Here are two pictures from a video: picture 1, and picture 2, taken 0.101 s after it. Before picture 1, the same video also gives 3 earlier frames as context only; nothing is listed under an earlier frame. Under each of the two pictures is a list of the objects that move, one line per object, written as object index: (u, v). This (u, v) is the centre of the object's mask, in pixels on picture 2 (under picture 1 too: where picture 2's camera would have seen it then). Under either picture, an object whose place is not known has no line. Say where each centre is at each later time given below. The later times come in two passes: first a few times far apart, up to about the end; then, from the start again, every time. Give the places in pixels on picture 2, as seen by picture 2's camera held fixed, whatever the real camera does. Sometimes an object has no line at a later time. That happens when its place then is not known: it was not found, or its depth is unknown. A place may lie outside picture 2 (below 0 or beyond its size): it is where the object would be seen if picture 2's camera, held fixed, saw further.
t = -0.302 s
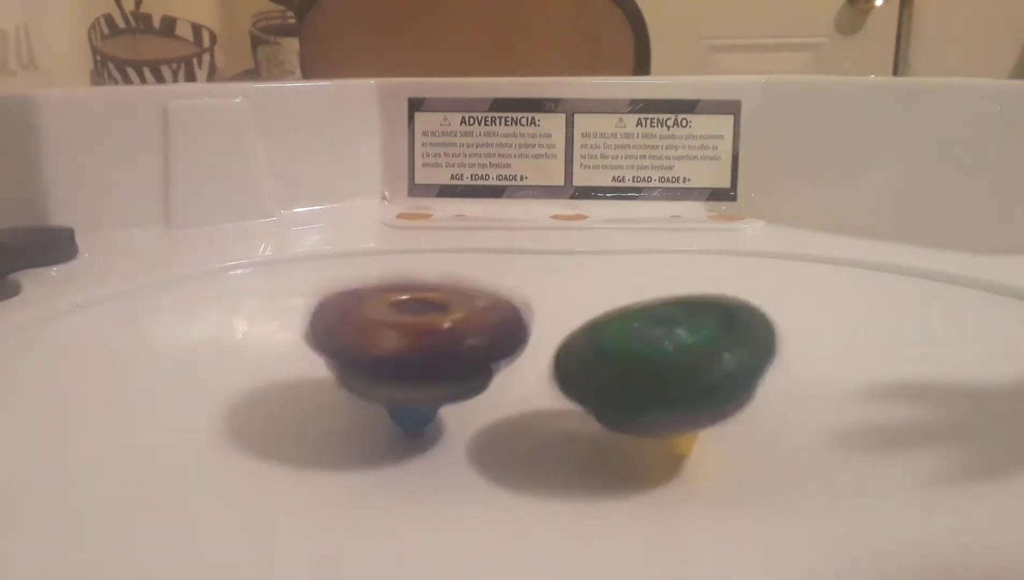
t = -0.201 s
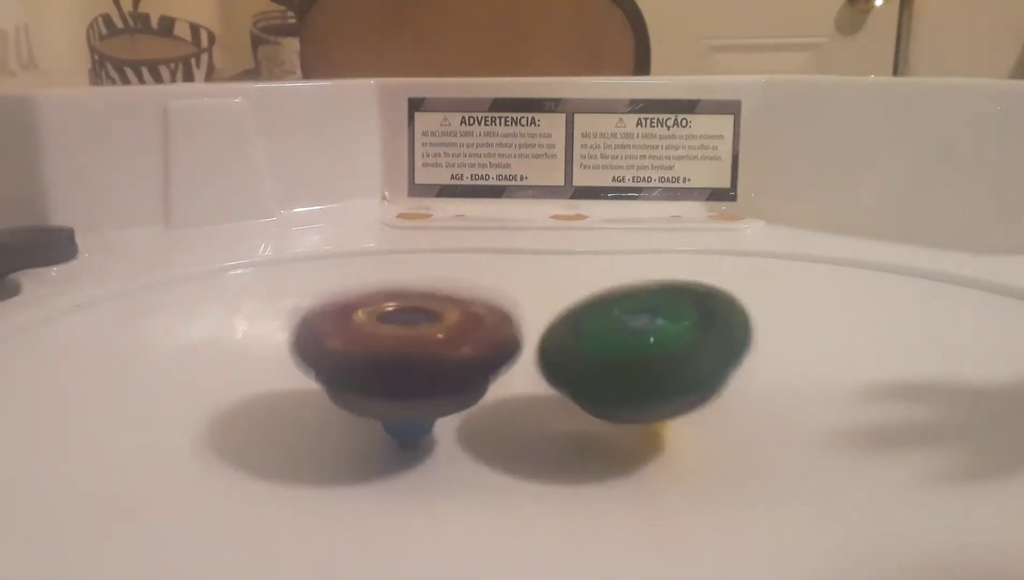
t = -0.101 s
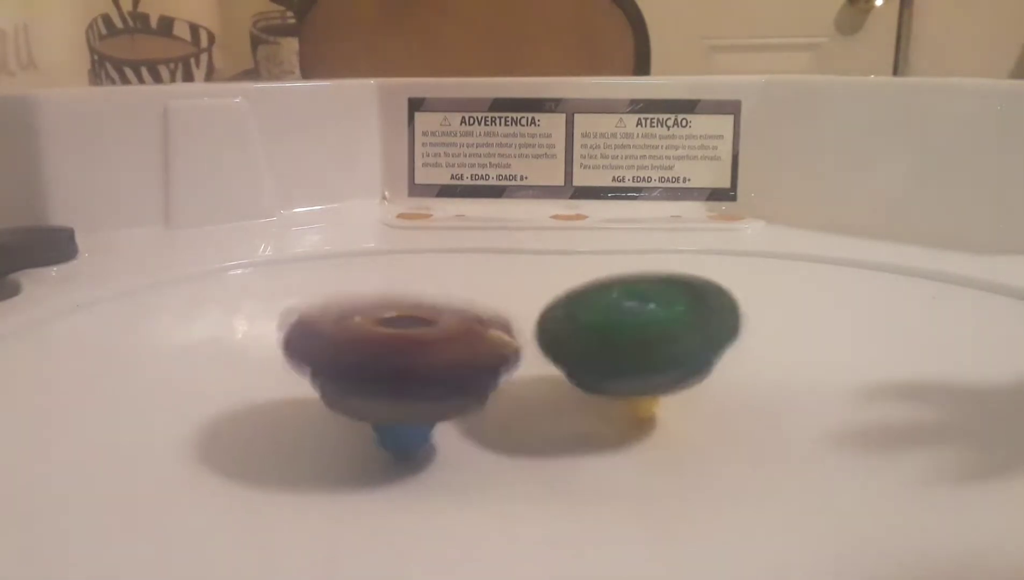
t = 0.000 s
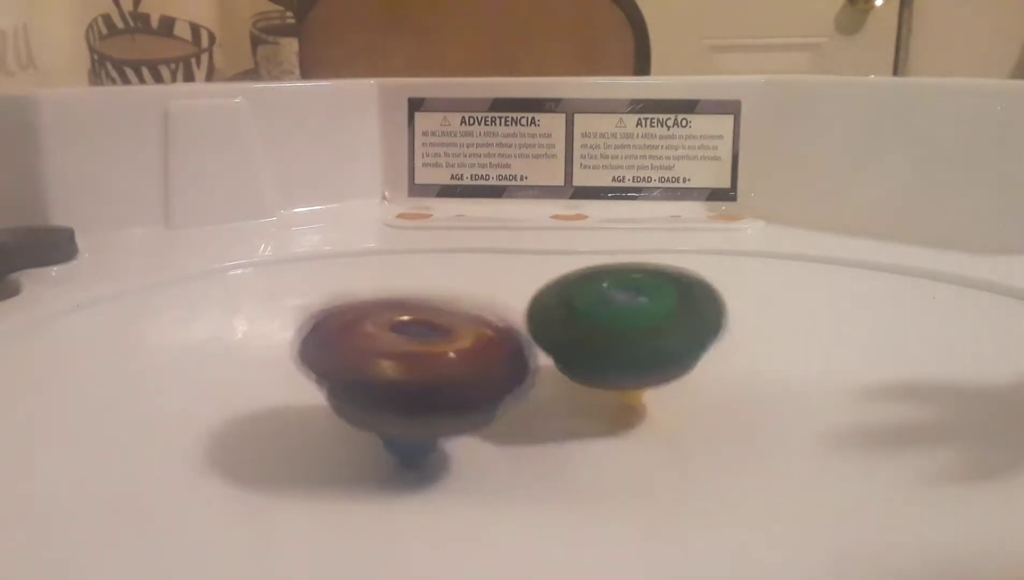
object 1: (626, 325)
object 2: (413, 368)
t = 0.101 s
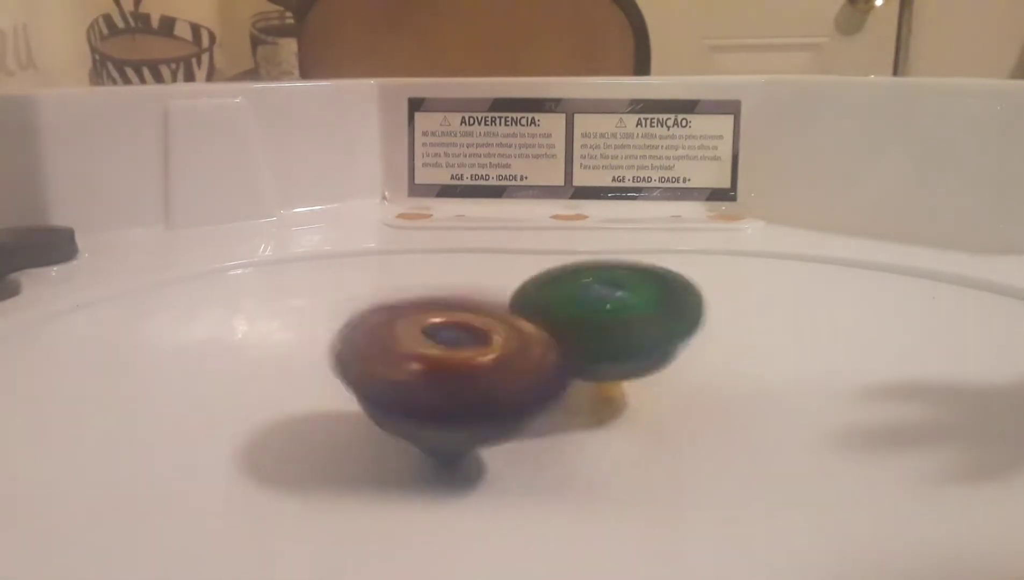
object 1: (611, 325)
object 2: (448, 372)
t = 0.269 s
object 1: (620, 300)
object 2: (434, 399)
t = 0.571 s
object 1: (645, 310)
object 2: (405, 405)
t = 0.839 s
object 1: (734, 346)
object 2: (500, 380)
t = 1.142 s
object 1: (795, 304)
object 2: (509, 359)
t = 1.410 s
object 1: (705, 322)
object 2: (477, 350)
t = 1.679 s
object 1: (767, 367)
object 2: (464, 344)
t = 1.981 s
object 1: (794, 330)
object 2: (507, 343)
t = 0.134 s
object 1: (615, 313)
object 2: (456, 373)
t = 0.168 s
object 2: (450, 380)
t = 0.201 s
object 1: (621, 305)
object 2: (448, 394)
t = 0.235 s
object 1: (621, 302)
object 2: (437, 395)
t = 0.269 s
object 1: (620, 300)
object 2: (434, 399)
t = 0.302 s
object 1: (626, 296)
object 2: (423, 402)
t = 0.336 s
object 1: (626, 295)
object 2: (406, 404)
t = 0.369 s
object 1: (628, 295)
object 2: (402, 406)
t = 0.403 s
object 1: (635, 295)
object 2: (382, 410)
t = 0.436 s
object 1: (636, 300)
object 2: (387, 410)
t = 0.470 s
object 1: (637, 300)
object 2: (390, 409)
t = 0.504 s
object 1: (638, 302)
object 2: (384, 408)
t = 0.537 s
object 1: (640, 308)
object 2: (397, 406)
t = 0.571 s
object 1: (645, 310)
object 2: (405, 405)
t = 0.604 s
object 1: (648, 319)
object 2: (414, 402)
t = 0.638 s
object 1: (655, 323)
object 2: (433, 399)
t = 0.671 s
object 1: (659, 328)
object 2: (443, 397)
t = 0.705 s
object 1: (667, 333)
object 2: (458, 391)
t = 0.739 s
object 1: (675, 338)
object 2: (485, 387)
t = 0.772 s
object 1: (684, 343)
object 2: (498, 385)
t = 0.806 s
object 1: (704, 348)
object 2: (508, 380)
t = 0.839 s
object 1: (734, 346)
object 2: (500, 380)
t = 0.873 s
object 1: (758, 342)
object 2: (492, 382)
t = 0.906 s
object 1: (774, 339)
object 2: (497, 380)
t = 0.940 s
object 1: (785, 337)
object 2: (514, 379)
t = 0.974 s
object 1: (795, 331)
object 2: (515, 377)
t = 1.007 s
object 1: (802, 324)
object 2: (519, 374)
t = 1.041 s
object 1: (807, 318)
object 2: (526, 368)
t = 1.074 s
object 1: (806, 312)
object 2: (515, 365)
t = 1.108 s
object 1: (800, 308)
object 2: (507, 362)
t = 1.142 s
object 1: (795, 304)
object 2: (509, 359)
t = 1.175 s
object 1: (786, 302)
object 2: (499, 358)
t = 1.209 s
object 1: (774, 301)
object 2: (485, 358)
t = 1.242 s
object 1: (763, 302)
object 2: (490, 359)
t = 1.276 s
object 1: (750, 305)
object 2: (490, 358)
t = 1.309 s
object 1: (739, 307)
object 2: (475, 353)
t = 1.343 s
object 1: (725, 311)
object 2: (476, 353)
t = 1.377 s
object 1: (714, 316)
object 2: (482, 353)
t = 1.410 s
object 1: (705, 322)
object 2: (477, 350)
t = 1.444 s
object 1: (697, 330)
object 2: (477, 347)
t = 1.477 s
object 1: (695, 338)
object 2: (487, 347)
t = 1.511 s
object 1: (695, 352)
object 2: (485, 348)
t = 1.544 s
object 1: (708, 362)
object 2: (488, 345)
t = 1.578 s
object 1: (726, 366)
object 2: (477, 346)
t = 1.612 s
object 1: (740, 365)
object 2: (467, 344)
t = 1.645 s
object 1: (752, 366)
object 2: (468, 343)
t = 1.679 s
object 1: (767, 367)
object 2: (464, 344)
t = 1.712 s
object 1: (784, 366)
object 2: (455, 343)
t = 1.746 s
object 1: (801, 361)
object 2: (461, 343)
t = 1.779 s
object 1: (813, 358)
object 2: (466, 344)
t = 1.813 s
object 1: (819, 351)
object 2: (463, 344)
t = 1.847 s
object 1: (820, 345)
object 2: (470, 343)
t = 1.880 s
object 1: (819, 340)
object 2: (483, 343)
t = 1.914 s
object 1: (815, 334)
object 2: (485, 345)
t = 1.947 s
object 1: (805, 332)
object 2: (492, 345)
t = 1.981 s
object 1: (794, 330)
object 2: (507, 343)
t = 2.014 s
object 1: (779, 329)
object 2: (515, 343)
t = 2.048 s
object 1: (763, 330)
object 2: (518, 340)
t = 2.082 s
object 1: (750, 333)
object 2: (532, 338)
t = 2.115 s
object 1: (761, 332)
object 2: (524, 339)
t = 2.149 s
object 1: (772, 334)
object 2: (497, 335)
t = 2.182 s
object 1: (783, 332)
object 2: (486, 338)
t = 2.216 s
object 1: (784, 335)
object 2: (484, 341)
